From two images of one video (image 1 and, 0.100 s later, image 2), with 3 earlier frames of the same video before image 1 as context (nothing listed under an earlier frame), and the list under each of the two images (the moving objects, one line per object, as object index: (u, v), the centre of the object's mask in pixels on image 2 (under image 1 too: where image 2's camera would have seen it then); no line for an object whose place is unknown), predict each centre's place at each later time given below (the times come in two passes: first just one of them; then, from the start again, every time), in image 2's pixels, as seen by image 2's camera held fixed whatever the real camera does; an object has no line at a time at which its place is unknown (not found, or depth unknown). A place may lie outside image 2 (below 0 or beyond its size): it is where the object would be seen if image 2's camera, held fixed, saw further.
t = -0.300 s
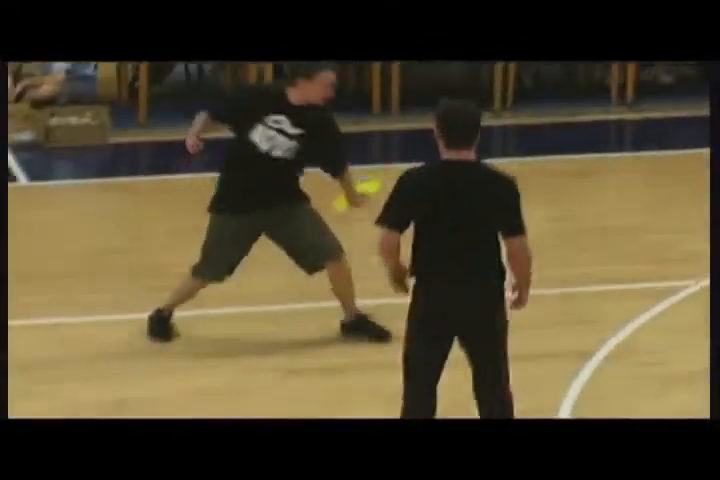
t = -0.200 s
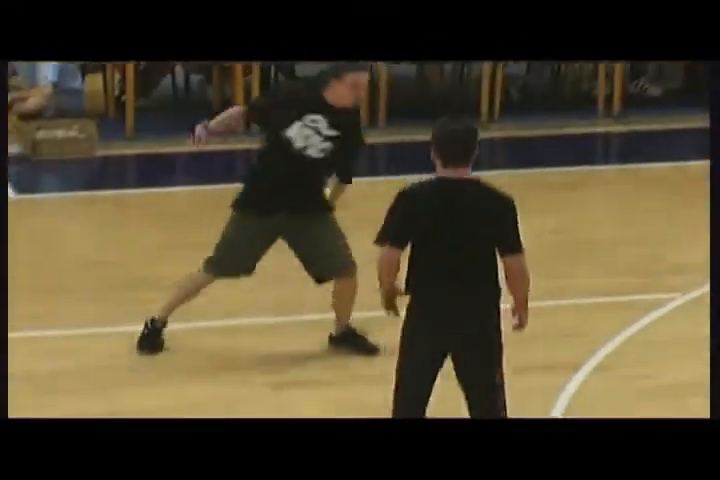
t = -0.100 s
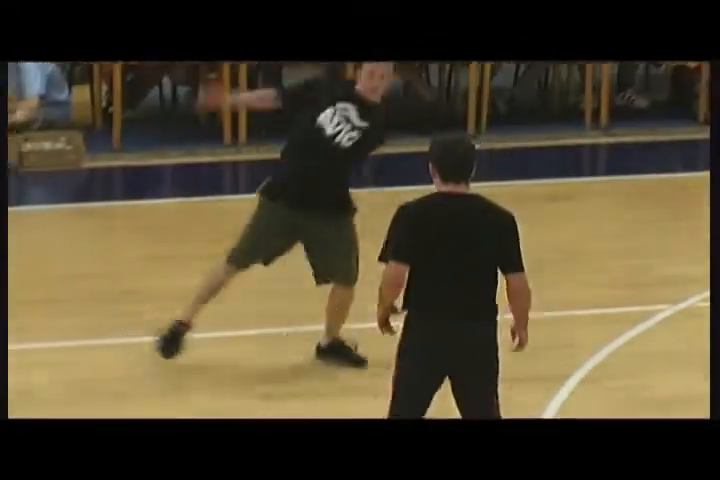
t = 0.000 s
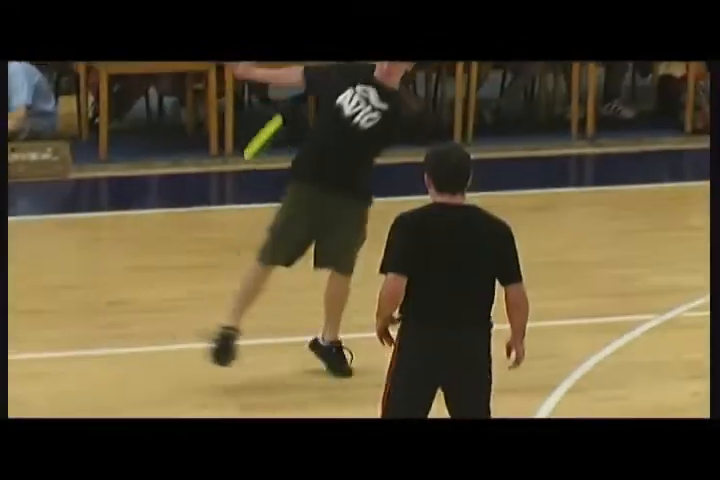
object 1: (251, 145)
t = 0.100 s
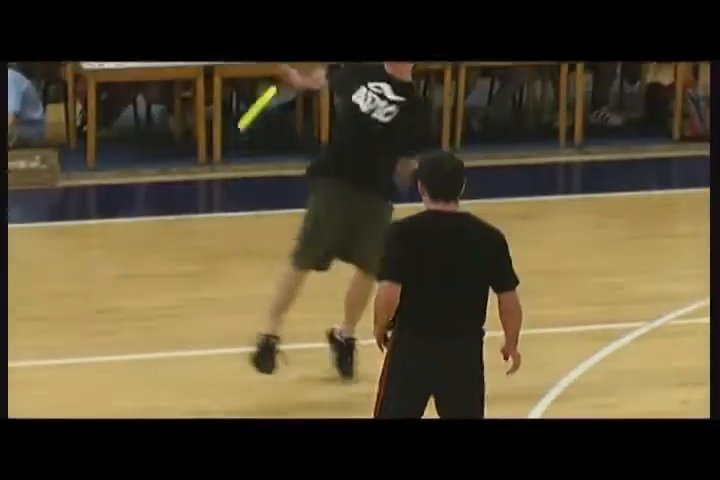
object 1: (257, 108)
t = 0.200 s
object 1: (262, 88)
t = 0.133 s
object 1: (259, 99)
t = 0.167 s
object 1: (261, 93)
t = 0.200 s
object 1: (262, 88)
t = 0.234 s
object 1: (265, 85)
